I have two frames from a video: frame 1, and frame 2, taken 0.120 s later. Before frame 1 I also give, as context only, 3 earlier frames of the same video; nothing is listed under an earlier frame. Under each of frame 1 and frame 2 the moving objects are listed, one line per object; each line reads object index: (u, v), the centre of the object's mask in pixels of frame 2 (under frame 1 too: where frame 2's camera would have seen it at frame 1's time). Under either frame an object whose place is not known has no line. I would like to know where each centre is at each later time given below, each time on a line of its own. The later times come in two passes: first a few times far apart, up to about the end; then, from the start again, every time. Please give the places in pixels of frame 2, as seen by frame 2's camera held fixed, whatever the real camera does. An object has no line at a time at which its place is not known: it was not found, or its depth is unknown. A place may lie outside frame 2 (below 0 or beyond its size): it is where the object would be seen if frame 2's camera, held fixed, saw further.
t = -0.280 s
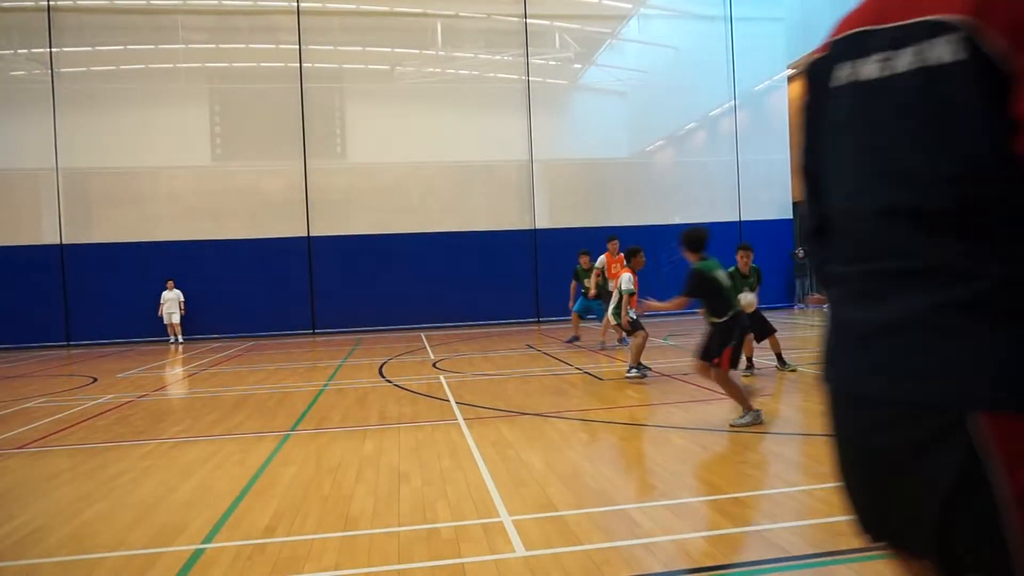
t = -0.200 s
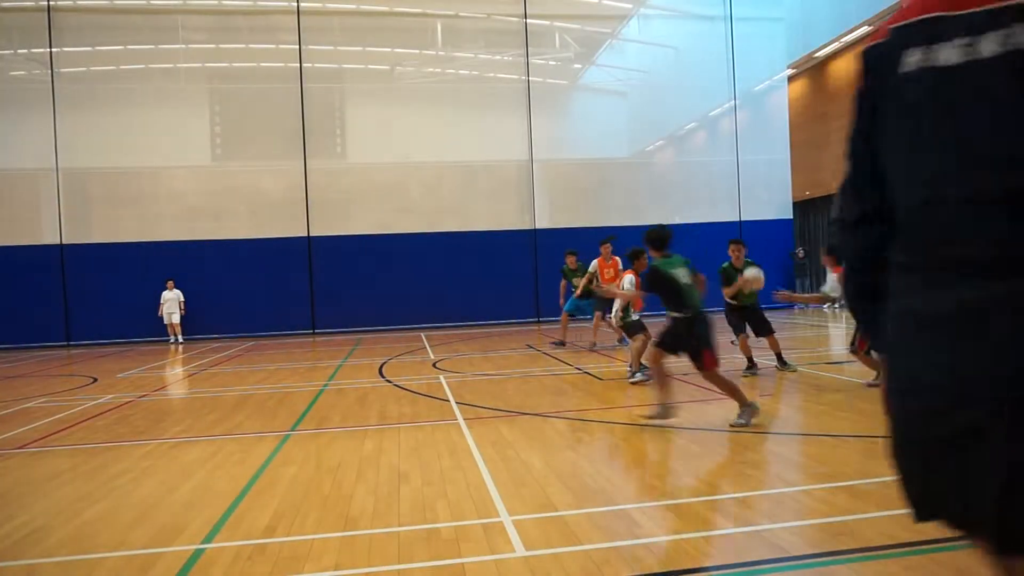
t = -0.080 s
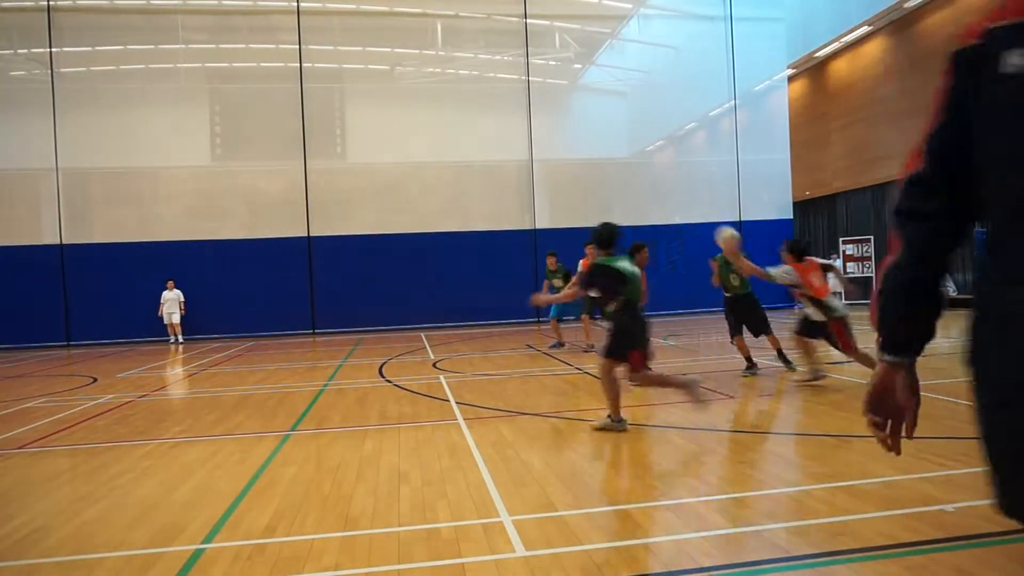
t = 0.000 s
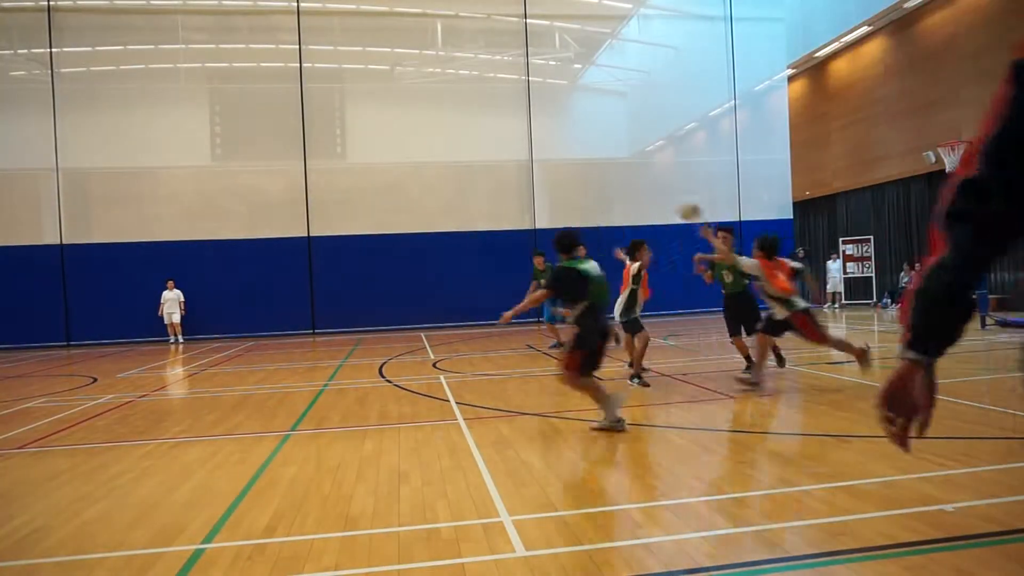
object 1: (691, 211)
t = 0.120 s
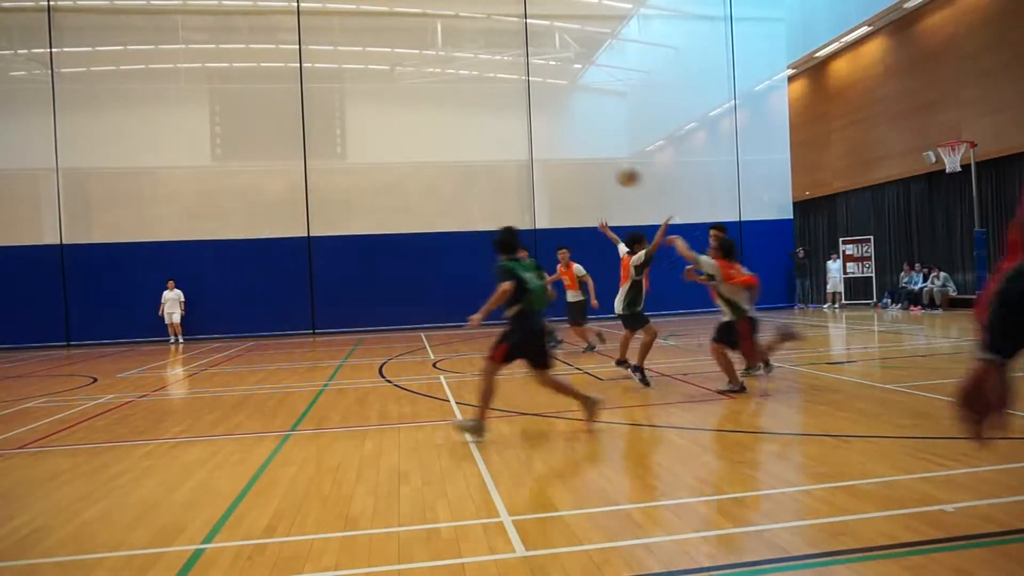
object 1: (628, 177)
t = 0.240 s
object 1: (559, 155)
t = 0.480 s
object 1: (391, 154)
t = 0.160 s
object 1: (605, 169)
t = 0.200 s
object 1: (583, 161)
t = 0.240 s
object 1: (559, 155)
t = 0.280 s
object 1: (533, 149)
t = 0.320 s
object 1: (506, 147)
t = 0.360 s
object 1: (479, 145)
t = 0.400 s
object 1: (451, 144)
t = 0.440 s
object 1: (423, 147)
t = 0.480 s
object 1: (391, 154)
